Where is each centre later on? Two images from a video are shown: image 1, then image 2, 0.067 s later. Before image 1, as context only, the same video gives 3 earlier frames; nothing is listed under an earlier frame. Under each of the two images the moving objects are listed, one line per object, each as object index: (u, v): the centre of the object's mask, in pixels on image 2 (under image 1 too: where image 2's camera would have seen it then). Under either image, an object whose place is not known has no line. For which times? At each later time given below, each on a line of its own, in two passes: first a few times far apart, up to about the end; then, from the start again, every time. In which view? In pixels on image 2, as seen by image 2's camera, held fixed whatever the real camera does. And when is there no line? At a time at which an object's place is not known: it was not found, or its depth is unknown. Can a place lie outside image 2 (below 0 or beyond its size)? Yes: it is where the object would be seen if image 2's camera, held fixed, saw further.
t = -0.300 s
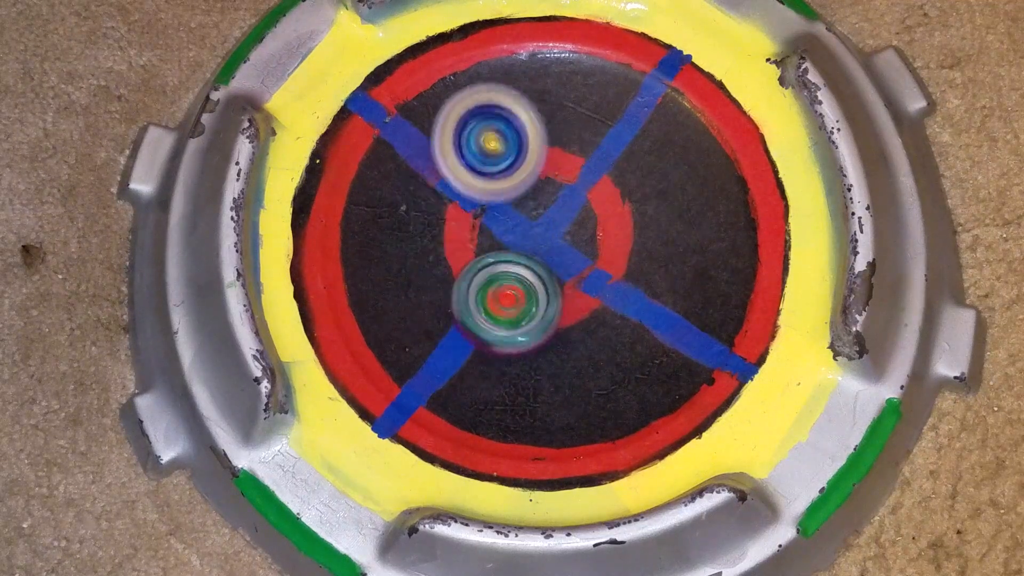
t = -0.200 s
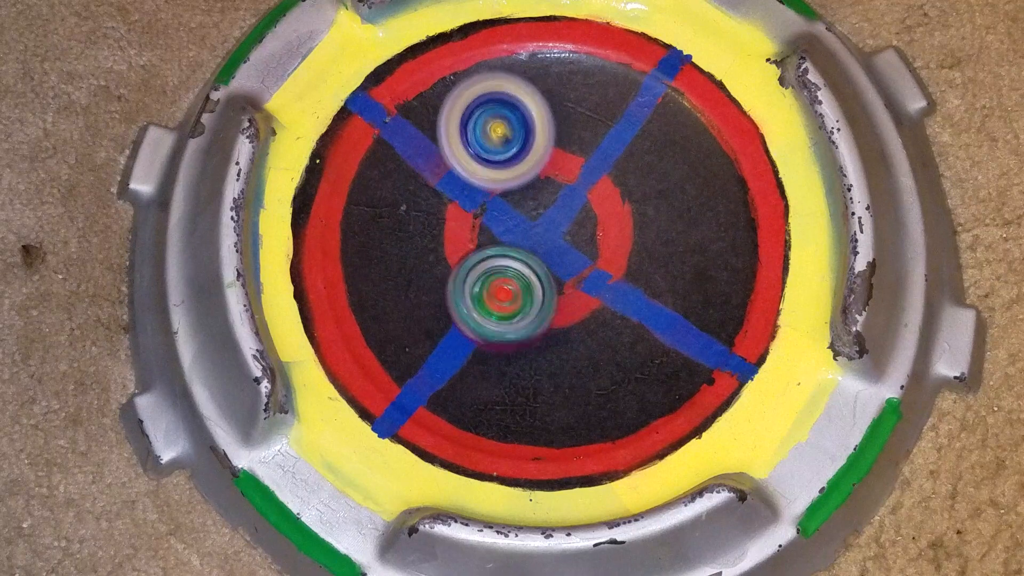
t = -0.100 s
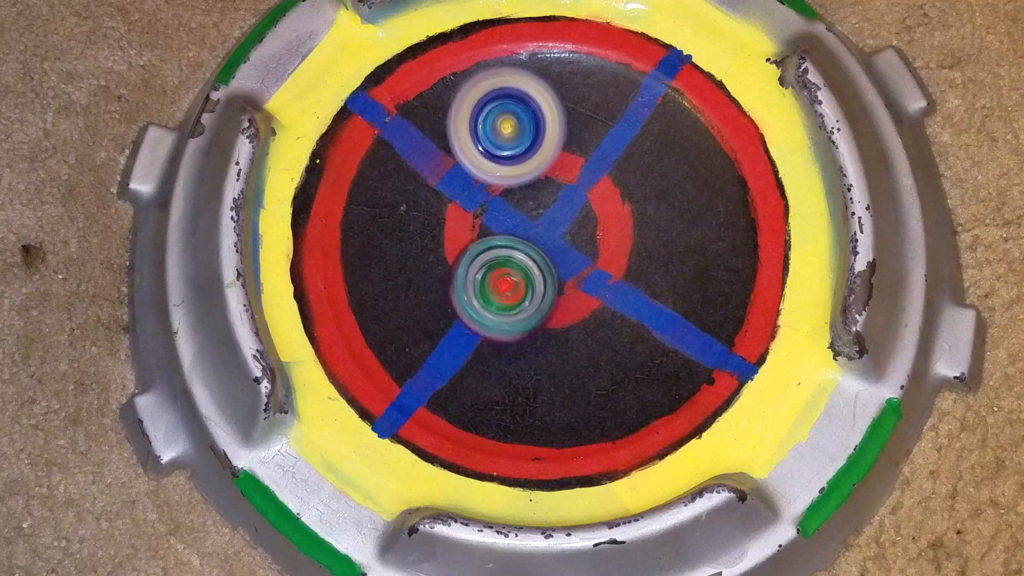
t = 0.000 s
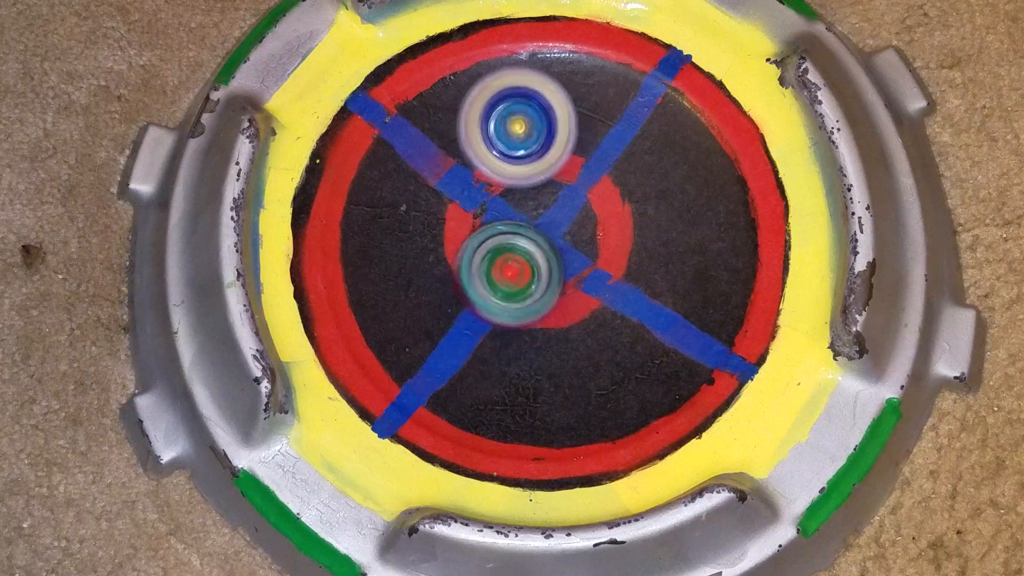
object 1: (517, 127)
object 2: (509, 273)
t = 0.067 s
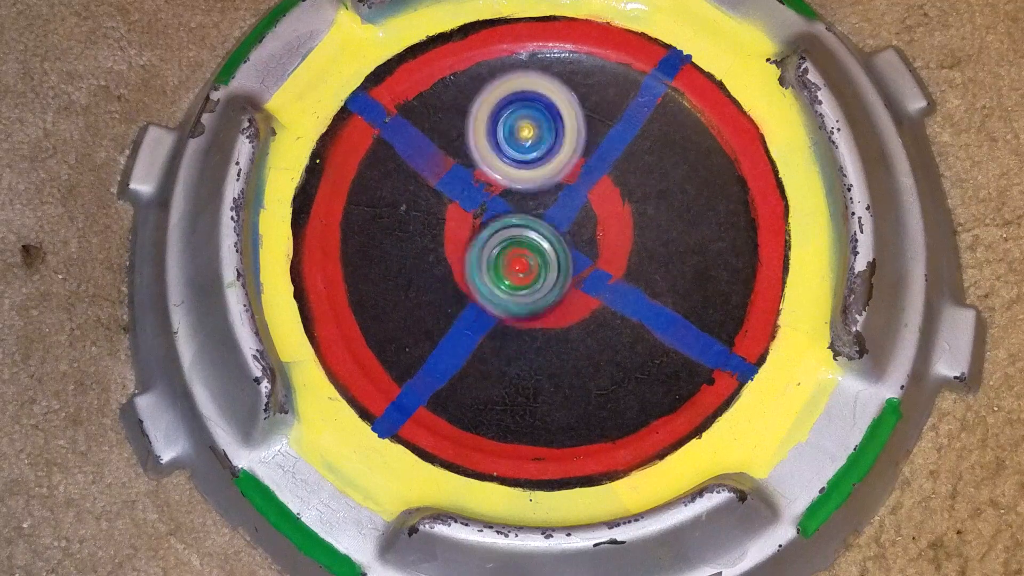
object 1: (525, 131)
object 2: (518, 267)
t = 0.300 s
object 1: (567, 136)
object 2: (533, 285)
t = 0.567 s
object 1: (629, 180)
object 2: (527, 353)
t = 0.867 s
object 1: (656, 245)
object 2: (503, 342)
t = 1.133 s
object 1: (640, 289)
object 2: (520, 288)
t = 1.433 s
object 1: (590, 342)
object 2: (541, 217)
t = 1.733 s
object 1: (523, 363)
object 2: (594, 211)
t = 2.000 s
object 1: (478, 342)
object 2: (591, 251)
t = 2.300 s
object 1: (437, 278)
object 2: (546, 252)
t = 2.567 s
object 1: (424, 203)
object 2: (541, 221)
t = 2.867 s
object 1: (441, 163)
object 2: (556, 212)
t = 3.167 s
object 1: (522, 149)
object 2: (555, 255)
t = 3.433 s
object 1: (601, 145)
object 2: (513, 264)
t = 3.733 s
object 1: (626, 185)
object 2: (504, 230)
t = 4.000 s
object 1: (630, 278)
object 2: (517, 223)
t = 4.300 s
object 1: (593, 342)
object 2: (525, 253)
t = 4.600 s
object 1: (523, 382)
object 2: (509, 220)
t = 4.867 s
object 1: (479, 349)
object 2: (526, 222)
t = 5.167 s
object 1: (401, 253)
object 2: (547, 244)
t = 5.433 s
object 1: (398, 197)
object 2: (522, 240)
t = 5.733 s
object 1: (466, 140)
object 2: (572, 261)
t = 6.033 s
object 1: (514, 117)
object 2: (622, 278)
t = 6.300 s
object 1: (529, 122)
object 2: (551, 244)
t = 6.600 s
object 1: (600, 134)
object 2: (479, 210)
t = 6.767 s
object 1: (614, 137)
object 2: (492, 213)
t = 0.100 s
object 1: (529, 133)
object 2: (523, 262)
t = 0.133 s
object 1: (533, 135)
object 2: (529, 258)
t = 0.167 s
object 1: (537, 138)
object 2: (532, 255)
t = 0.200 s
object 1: (541, 140)
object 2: (538, 251)
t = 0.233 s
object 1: (545, 142)
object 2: (541, 249)
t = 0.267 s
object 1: (554, 141)
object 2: (538, 261)
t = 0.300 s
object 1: (567, 136)
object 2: (533, 285)
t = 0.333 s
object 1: (580, 137)
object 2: (532, 301)
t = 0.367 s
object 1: (592, 140)
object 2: (531, 311)
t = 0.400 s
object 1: (599, 146)
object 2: (533, 318)
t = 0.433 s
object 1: (606, 153)
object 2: (535, 327)
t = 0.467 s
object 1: (613, 158)
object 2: (533, 336)
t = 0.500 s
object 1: (618, 165)
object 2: (531, 340)
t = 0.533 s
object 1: (622, 173)
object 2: (529, 347)
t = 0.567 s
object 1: (629, 180)
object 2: (527, 353)
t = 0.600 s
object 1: (633, 187)
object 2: (522, 355)
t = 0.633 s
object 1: (637, 196)
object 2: (522, 355)
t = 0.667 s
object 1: (643, 204)
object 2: (520, 358)
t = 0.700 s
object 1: (646, 211)
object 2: (515, 358)
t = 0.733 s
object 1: (648, 218)
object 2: (509, 356)
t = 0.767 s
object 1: (652, 226)
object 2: (508, 354)
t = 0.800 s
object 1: (653, 232)
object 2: (507, 351)
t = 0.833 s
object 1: (654, 239)
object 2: (504, 348)
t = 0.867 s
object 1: (656, 245)
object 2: (503, 342)
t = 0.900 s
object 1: (655, 251)
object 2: (503, 337)
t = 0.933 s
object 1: (654, 257)
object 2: (503, 331)
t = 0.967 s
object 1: (653, 262)
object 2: (503, 324)
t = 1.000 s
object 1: (651, 268)
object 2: (505, 317)
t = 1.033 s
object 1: (649, 274)
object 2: (507, 311)
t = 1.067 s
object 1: (647, 278)
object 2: (512, 303)
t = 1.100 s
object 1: (643, 284)
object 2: (516, 295)
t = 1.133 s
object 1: (640, 289)
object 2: (520, 288)
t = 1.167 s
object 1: (641, 294)
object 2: (516, 277)
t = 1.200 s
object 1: (637, 300)
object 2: (517, 269)
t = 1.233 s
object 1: (632, 305)
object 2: (521, 262)
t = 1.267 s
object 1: (627, 313)
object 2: (523, 251)
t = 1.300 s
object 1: (621, 318)
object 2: (524, 241)
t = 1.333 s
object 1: (612, 325)
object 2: (526, 234)
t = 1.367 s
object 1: (605, 331)
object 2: (530, 229)
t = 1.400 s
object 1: (597, 336)
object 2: (533, 223)
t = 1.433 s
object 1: (590, 342)
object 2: (541, 217)
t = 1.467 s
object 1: (580, 346)
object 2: (548, 213)
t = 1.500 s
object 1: (573, 351)
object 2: (555, 209)
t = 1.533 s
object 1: (564, 354)
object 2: (561, 206)
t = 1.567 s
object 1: (557, 357)
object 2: (567, 203)
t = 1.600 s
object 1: (549, 358)
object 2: (574, 203)
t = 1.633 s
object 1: (544, 360)
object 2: (581, 204)
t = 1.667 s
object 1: (536, 361)
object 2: (586, 206)
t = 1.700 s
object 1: (530, 363)
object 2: (590, 208)
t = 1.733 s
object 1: (523, 363)
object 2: (594, 211)
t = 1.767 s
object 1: (519, 365)
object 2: (597, 214)
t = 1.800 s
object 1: (513, 363)
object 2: (600, 218)
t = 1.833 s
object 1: (509, 361)
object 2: (601, 224)
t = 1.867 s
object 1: (502, 358)
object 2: (602, 230)
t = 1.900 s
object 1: (498, 354)
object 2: (601, 236)
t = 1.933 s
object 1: (491, 351)
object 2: (599, 241)
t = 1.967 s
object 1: (485, 346)
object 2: (595, 247)
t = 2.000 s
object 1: (478, 342)
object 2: (591, 251)
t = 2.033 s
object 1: (473, 337)
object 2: (586, 254)
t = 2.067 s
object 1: (467, 332)
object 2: (579, 257)
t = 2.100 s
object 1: (461, 326)
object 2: (572, 260)
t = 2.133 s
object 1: (457, 321)
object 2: (564, 261)
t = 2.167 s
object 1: (452, 315)
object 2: (556, 262)
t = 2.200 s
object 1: (448, 308)
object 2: (550, 260)
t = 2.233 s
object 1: (443, 300)
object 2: (547, 258)
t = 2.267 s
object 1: (439, 289)
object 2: (546, 254)
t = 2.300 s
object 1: (437, 278)
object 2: (546, 252)
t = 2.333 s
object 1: (432, 268)
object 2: (543, 248)
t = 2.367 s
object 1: (429, 257)
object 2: (543, 243)
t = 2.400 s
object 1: (428, 247)
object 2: (541, 239)
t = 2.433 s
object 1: (425, 236)
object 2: (542, 235)
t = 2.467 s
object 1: (424, 226)
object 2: (541, 232)
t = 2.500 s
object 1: (423, 218)
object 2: (540, 227)
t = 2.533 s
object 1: (423, 210)
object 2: (540, 223)
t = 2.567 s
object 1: (424, 203)
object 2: (541, 221)
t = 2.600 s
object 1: (424, 196)
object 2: (541, 219)
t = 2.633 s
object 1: (426, 191)
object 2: (541, 215)
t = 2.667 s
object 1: (427, 187)
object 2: (545, 212)
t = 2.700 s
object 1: (428, 182)
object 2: (549, 210)
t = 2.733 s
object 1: (430, 179)
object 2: (551, 210)
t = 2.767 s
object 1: (432, 175)
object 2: (551, 210)
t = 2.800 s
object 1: (435, 170)
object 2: (553, 209)
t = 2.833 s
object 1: (437, 165)
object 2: (554, 210)
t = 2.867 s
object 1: (441, 163)
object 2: (556, 212)
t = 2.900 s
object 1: (446, 162)
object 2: (556, 214)
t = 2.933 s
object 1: (451, 161)
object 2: (557, 215)
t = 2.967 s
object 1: (456, 161)
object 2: (557, 221)
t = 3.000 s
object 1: (464, 157)
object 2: (560, 231)
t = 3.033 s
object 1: (473, 156)
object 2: (562, 237)
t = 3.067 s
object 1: (484, 155)
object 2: (561, 242)
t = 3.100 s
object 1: (496, 154)
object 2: (559, 245)
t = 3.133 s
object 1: (508, 149)
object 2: (557, 250)
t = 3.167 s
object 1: (522, 149)
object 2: (555, 255)
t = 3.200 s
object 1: (535, 146)
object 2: (551, 261)
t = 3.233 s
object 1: (546, 145)
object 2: (549, 262)
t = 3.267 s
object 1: (559, 143)
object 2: (546, 265)
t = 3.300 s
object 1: (570, 142)
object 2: (538, 268)
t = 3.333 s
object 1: (578, 144)
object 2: (531, 269)
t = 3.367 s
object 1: (586, 143)
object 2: (527, 268)
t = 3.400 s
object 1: (593, 144)
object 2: (520, 267)
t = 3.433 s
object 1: (601, 145)
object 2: (513, 264)
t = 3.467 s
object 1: (608, 146)
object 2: (510, 261)
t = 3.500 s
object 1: (612, 150)
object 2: (507, 257)
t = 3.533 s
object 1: (615, 152)
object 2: (502, 254)
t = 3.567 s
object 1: (618, 156)
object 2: (502, 250)
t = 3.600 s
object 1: (621, 161)
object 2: (497, 246)
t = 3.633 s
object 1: (622, 166)
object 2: (496, 239)
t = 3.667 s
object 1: (622, 172)
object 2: (499, 232)
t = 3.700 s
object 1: (624, 178)
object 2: (503, 232)
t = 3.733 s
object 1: (626, 185)
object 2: (504, 230)
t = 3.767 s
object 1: (628, 196)
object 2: (505, 227)
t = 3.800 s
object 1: (628, 207)
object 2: (509, 225)
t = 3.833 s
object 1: (627, 217)
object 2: (511, 221)
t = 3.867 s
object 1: (629, 229)
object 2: (511, 218)
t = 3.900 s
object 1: (630, 240)
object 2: (514, 219)
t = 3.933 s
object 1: (631, 253)
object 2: (516, 223)
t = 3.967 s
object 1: (632, 265)
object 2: (515, 225)
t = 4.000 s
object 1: (630, 278)
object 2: (517, 223)
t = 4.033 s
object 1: (629, 289)
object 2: (522, 224)
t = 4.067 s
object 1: (625, 297)
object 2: (524, 230)
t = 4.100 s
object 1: (623, 306)
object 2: (524, 235)
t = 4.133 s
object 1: (618, 311)
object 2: (525, 239)
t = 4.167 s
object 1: (615, 318)
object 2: (527, 239)
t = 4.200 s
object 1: (610, 324)
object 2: (527, 241)
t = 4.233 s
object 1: (605, 331)
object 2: (526, 245)
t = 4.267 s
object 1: (600, 337)
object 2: (525, 250)
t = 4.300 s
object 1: (593, 342)
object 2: (525, 253)
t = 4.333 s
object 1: (587, 345)
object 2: (524, 255)
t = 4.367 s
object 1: (581, 347)
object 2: (522, 256)
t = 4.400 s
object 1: (574, 358)
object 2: (515, 249)
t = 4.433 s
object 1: (564, 365)
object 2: (515, 239)
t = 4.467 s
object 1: (553, 371)
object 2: (512, 234)
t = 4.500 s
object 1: (545, 373)
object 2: (509, 229)
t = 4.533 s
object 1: (538, 378)
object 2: (511, 226)
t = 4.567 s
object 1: (531, 380)
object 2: (510, 223)
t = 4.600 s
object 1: (523, 382)
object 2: (509, 220)
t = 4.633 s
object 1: (518, 381)
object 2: (510, 221)
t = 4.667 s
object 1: (513, 379)
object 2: (510, 219)
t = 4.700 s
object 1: (509, 376)
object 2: (511, 217)
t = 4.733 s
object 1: (503, 372)
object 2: (513, 215)
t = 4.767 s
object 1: (499, 368)
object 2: (517, 217)
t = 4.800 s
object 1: (494, 364)
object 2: (520, 219)
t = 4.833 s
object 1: (486, 357)
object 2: (524, 222)
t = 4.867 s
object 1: (479, 349)
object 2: (526, 222)
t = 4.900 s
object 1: (471, 338)
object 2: (528, 226)
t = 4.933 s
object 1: (463, 329)
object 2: (532, 232)
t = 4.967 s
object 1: (455, 317)
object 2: (532, 235)
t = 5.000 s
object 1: (443, 307)
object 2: (545, 238)
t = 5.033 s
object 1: (432, 295)
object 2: (550, 238)
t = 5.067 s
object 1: (424, 285)
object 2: (551, 237)
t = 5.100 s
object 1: (415, 274)
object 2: (549, 242)
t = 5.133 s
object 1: (409, 263)
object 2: (548, 242)
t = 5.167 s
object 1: (401, 253)
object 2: (547, 244)
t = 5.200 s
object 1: (397, 242)
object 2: (545, 247)
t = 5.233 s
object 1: (394, 232)
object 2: (541, 250)
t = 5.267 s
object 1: (393, 223)
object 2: (536, 250)
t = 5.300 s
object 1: (391, 216)
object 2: (532, 250)
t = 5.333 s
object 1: (393, 210)
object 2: (528, 248)
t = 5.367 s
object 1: (393, 206)
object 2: (526, 245)
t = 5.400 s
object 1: (394, 199)
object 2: (521, 243)
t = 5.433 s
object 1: (398, 197)
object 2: (522, 240)
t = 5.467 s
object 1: (400, 189)
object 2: (520, 237)
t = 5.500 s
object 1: (407, 184)
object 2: (518, 233)
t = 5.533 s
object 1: (413, 177)
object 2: (521, 231)
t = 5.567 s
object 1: (420, 175)
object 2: (521, 228)
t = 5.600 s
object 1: (428, 171)
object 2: (523, 227)
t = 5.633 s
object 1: (435, 164)
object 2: (528, 226)
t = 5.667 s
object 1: (445, 158)
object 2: (537, 235)
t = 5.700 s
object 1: (453, 147)
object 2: (554, 249)
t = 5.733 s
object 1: (466, 140)
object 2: (572, 261)
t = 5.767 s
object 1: (474, 134)
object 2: (588, 265)
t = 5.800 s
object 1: (483, 130)
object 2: (604, 268)
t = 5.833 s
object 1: (490, 124)
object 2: (614, 277)
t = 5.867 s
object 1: (497, 120)
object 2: (617, 281)
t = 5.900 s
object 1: (504, 117)
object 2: (622, 281)
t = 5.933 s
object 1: (510, 117)
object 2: (624, 279)
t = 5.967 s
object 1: (512, 116)
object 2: (625, 280)
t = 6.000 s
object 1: (513, 117)
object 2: (624, 280)
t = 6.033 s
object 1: (514, 117)
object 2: (622, 278)
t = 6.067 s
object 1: (515, 117)
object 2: (619, 275)
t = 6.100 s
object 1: (515, 118)
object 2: (614, 274)
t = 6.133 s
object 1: (516, 117)
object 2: (603, 273)
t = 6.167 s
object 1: (518, 117)
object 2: (593, 271)
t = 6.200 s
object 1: (519, 119)
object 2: (584, 266)
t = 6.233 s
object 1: (522, 119)
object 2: (573, 258)
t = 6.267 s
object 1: (525, 121)
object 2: (561, 251)
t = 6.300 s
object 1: (529, 122)
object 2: (551, 244)
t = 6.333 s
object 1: (534, 121)
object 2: (540, 238)
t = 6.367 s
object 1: (540, 124)
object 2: (526, 232)
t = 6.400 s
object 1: (547, 127)
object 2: (517, 226)
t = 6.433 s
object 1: (557, 123)
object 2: (504, 226)
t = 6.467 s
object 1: (568, 128)
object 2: (494, 222)
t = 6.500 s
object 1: (579, 129)
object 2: (487, 218)
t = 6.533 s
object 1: (587, 130)
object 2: (482, 212)
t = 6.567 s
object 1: (594, 132)
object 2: (480, 209)
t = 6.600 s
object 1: (600, 134)
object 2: (479, 210)
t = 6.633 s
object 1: (604, 133)
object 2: (480, 211)
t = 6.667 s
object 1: (610, 135)
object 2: (481, 213)
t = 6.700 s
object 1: (611, 136)
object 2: (482, 214)
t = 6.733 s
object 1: (613, 137)
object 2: (486, 213)
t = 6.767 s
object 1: (614, 137)
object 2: (492, 213)
